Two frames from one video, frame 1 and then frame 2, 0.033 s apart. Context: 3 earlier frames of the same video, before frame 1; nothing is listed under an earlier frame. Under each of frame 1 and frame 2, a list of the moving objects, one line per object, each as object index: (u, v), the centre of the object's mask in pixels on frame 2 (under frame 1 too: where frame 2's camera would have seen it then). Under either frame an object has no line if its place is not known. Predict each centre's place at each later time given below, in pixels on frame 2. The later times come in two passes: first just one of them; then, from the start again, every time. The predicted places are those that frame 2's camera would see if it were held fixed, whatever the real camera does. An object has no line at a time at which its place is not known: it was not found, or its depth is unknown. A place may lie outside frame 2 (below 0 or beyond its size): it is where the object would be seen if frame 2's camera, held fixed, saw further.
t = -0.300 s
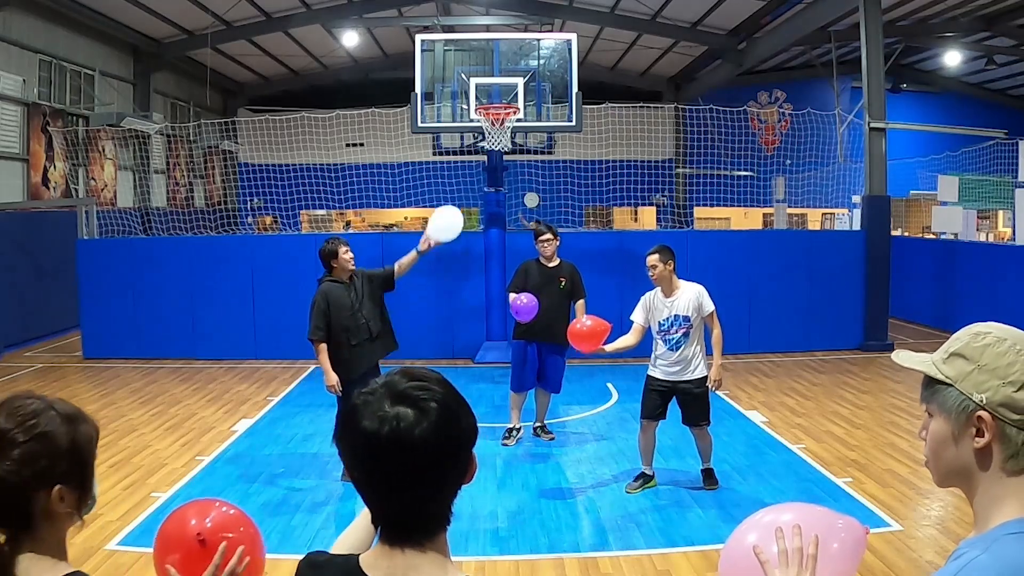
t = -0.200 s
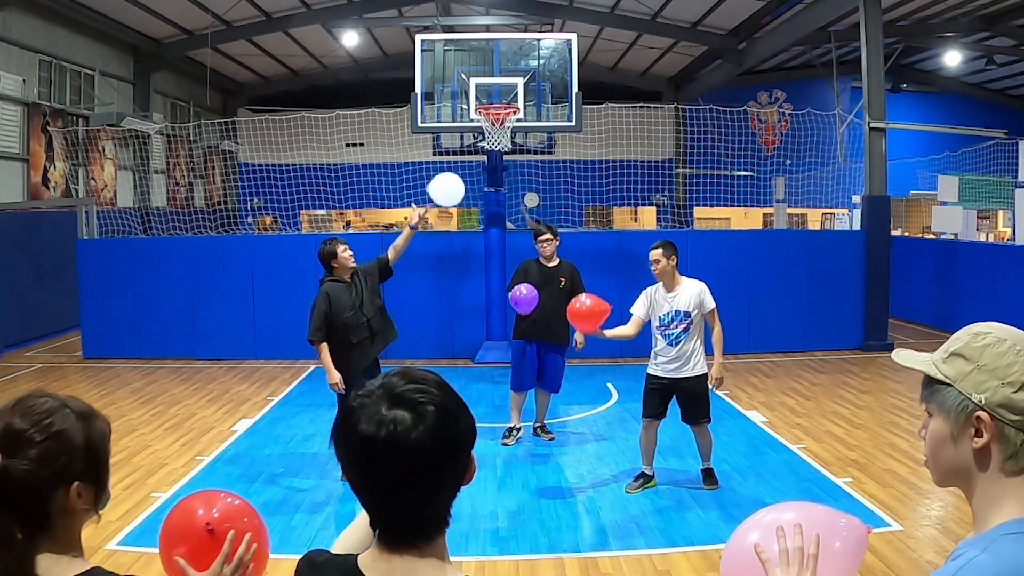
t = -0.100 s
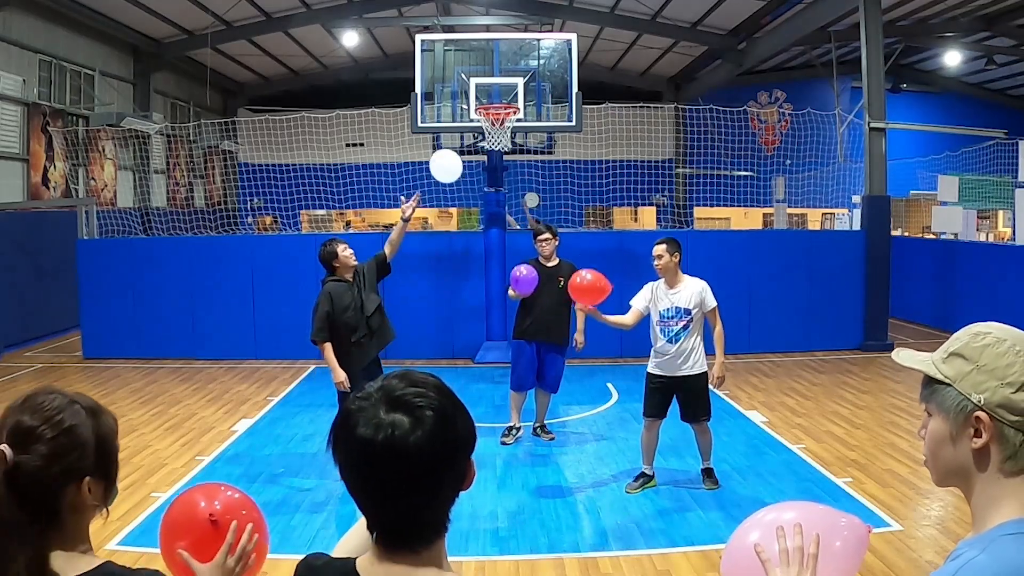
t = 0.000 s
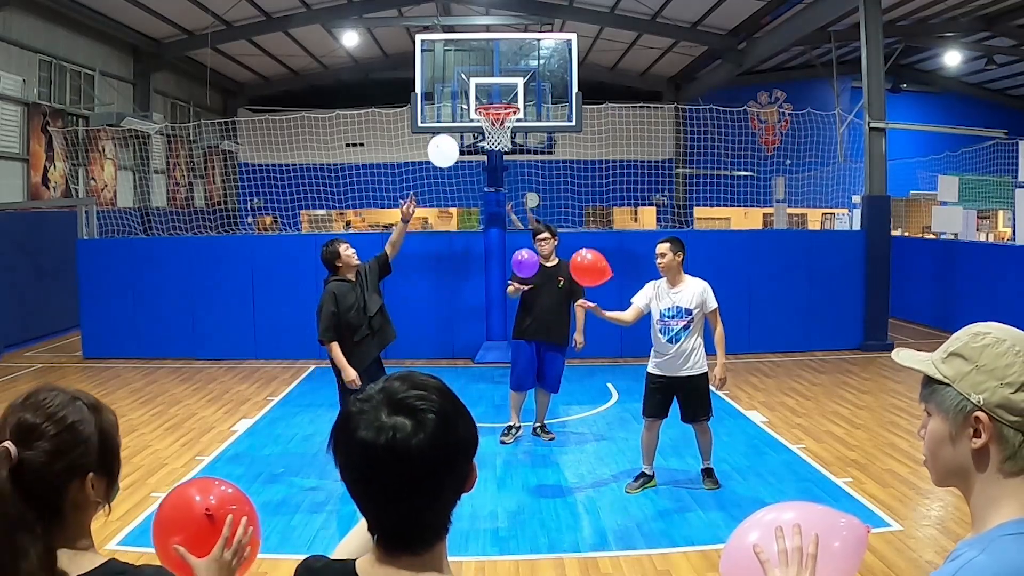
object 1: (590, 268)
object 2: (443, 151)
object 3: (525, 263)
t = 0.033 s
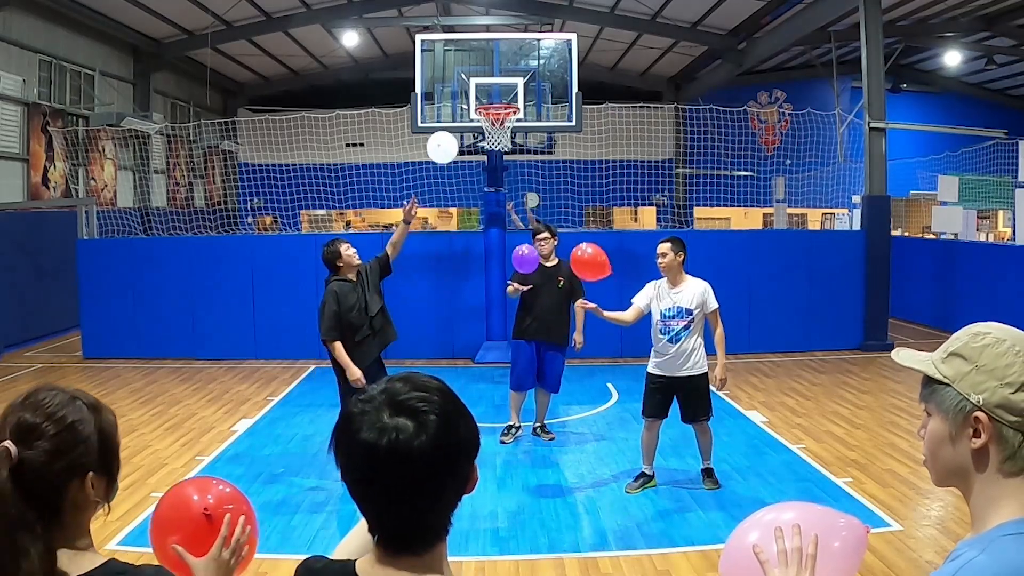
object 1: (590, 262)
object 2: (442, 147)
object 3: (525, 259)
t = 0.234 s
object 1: (591, 240)
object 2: (440, 137)
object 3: (527, 240)
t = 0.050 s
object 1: (590, 260)
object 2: (442, 146)
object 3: (525, 257)
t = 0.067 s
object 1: (590, 257)
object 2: (441, 144)
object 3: (525, 255)
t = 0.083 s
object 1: (590, 255)
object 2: (441, 143)
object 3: (525, 253)
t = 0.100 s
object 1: (590, 253)
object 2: (441, 142)
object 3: (526, 251)
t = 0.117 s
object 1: (591, 251)
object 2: (440, 141)
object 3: (526, 249)
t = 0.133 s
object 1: (591, 249)
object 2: (440, 140)
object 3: (526, 248)
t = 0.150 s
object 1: (591, 247)
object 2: (440, 139)
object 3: (526, 246)
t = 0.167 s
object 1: (591, 246)
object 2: (440, 138)
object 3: (526, 245)
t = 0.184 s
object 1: (591, 244)
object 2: (440, 138)
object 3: (526, 243)
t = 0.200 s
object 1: (591, 243)
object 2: (440, 137)
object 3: (527, 242)
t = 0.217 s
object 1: (591, 242)
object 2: (440, 137)
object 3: (527, 241)
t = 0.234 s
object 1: (591, 240)
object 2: (440, 137)
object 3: (527, 240)
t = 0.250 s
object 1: (591, 239)
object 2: (440, 136)
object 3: (527, 239)
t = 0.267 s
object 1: (592, 238)
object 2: (440, 136)
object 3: (527, 238)
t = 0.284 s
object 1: (592, 237)
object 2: (441, 136)
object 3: (527, 238)
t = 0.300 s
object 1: (592, 237)
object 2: (441, 136)
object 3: (527, 237)
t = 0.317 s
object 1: (592, 236)
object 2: (441, 136)
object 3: (528, 237)
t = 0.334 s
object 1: (592, 235)
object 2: (441, 137)
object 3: (528, 236)
